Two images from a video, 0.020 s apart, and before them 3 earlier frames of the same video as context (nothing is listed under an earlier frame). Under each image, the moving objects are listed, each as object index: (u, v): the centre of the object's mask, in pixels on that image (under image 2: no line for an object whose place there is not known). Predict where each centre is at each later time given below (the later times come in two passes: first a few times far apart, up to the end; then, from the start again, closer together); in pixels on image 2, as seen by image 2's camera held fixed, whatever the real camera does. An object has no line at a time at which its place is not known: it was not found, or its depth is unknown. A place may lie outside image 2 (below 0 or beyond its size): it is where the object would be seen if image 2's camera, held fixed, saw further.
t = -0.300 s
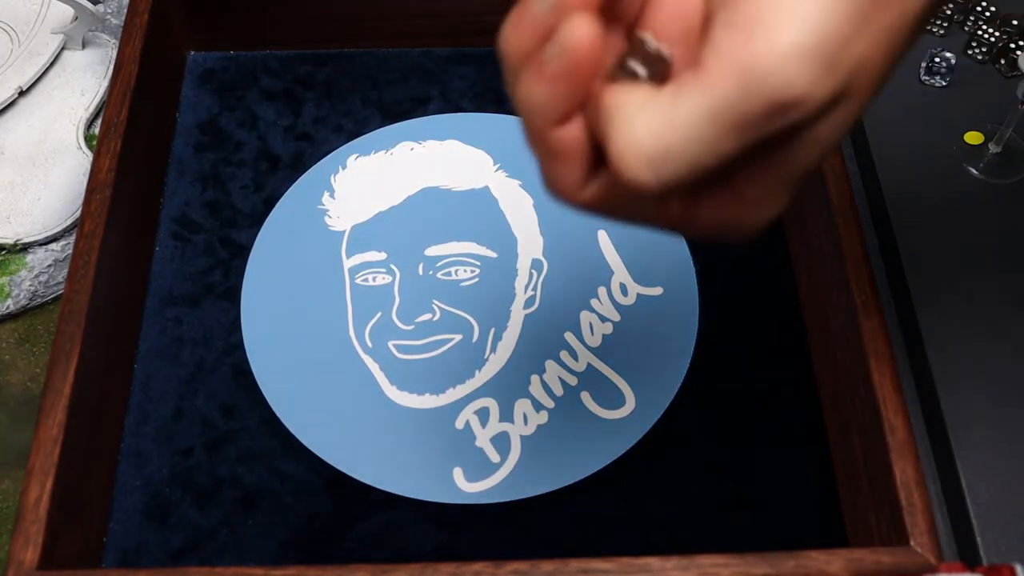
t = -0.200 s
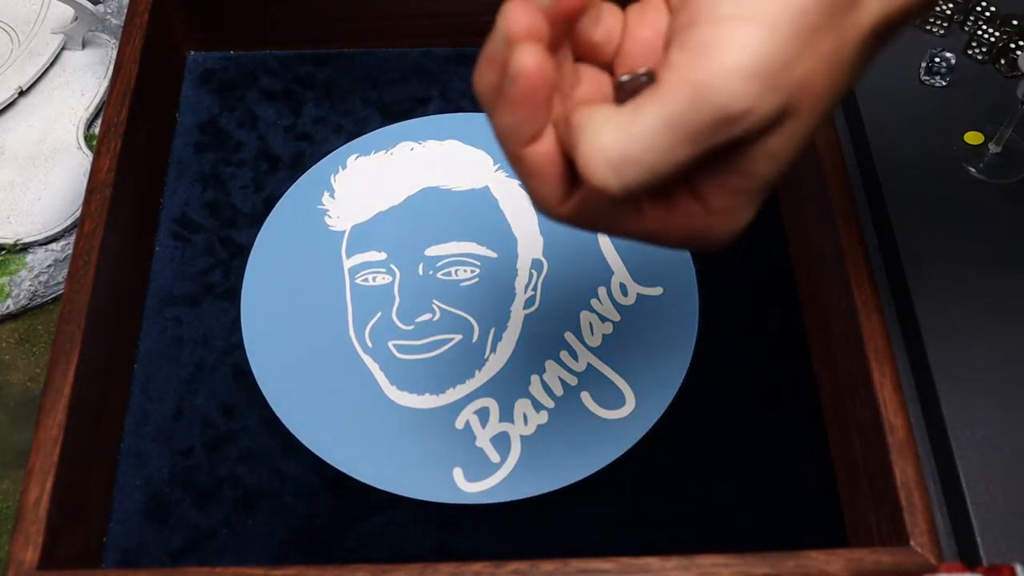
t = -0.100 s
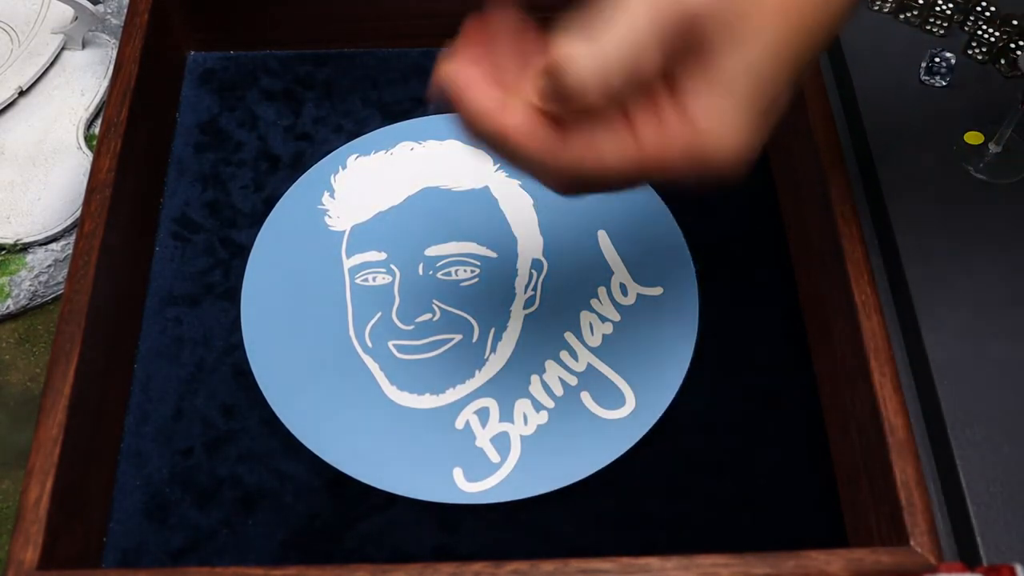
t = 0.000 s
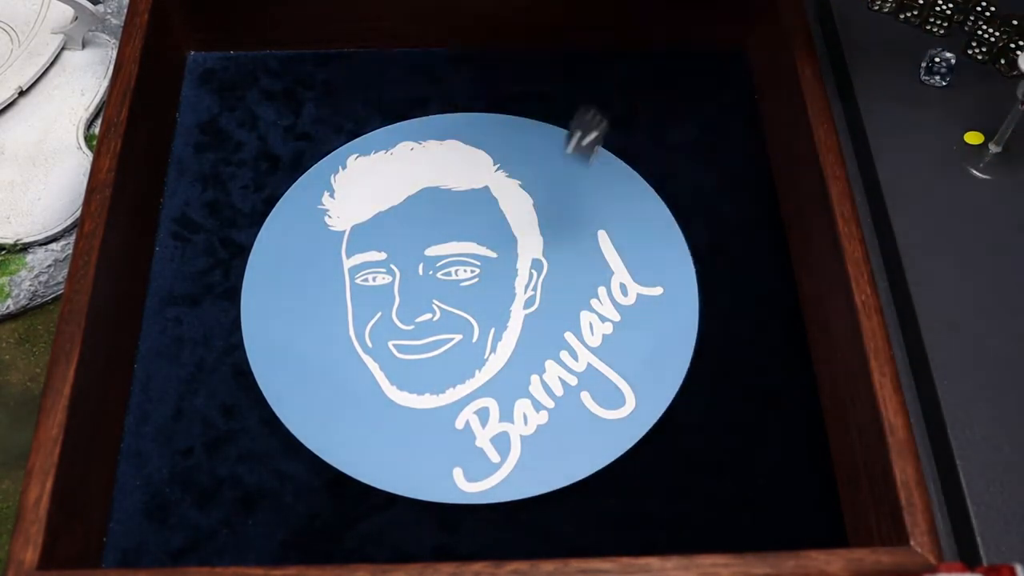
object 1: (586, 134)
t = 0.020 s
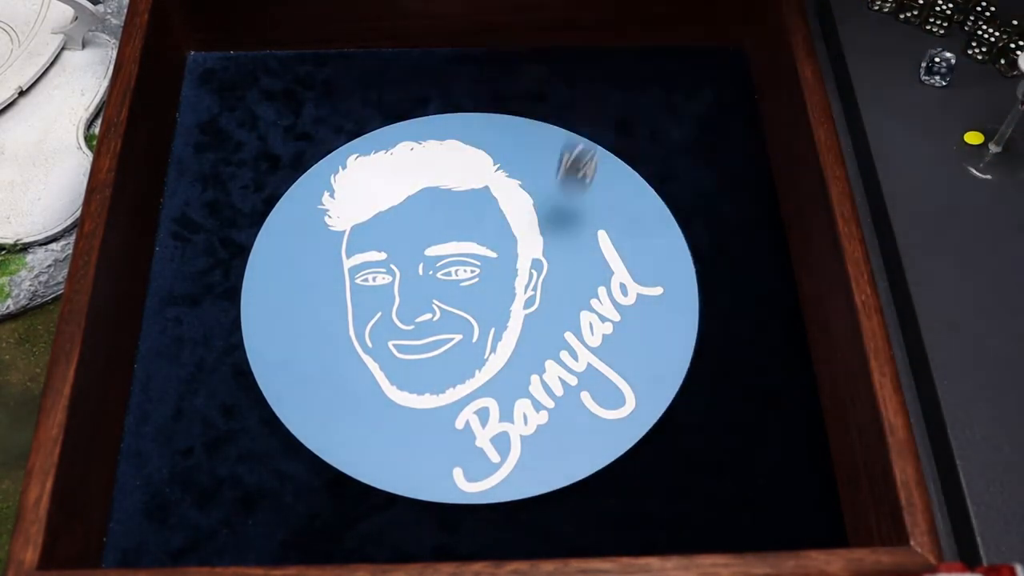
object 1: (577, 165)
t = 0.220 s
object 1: (440, 141)
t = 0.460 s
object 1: (321, 84)
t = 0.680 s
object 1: (238, 70)
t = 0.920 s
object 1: (228, 72)
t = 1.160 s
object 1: (229, 71)
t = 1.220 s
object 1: (229, 71)
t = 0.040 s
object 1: (570, 195)
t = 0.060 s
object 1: (557, 188)
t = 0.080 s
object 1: (542, 174)
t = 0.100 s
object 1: (528, 165)
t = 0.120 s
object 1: (513, 161)
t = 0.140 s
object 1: (497, 165)
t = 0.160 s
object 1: (480, 174)
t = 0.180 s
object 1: (465, 164)
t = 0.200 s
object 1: (450, 147)
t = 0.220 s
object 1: (440, 141)
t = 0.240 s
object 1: (427, 140)
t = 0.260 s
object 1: (411, 149)
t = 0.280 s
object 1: (403, 142)
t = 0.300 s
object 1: (392, 131)
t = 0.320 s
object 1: (383, 125)
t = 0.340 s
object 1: (373, 119)
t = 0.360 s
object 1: (364, 108)
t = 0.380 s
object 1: (355, 104)
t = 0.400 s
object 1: (346, 95)
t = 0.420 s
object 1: (339, 91)
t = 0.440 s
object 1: (332, 88)
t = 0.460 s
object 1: (321, 84)
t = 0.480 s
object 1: (311, 78)
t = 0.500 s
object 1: (302, 76)
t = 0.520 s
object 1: (294, 71)
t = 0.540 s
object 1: (285, 69)
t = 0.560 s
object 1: (276, 67)
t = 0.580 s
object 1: (269, 65)
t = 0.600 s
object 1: (263, 65)
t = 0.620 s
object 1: (255, 66)
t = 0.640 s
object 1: (249, 68)
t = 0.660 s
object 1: (244, 70)
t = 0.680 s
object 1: (238, 70)
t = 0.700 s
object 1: (232, 73)
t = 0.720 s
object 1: (226, 72)
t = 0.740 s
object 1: (224, 71)
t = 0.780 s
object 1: (225, 70)
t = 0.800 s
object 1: (229, 72)
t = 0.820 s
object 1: (230, 72)
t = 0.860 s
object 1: (229, 72)
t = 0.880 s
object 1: (228, 71)
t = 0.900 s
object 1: (228, 72)
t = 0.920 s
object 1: (228, 72)
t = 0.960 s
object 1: (228, 71)
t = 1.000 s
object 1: (228, 71)
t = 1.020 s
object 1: (229, 71)
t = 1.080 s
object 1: (229, 71)
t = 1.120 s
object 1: (229, 71)
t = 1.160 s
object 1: (229, 71)
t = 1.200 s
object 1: (229, 71)
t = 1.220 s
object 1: (229, 71)
